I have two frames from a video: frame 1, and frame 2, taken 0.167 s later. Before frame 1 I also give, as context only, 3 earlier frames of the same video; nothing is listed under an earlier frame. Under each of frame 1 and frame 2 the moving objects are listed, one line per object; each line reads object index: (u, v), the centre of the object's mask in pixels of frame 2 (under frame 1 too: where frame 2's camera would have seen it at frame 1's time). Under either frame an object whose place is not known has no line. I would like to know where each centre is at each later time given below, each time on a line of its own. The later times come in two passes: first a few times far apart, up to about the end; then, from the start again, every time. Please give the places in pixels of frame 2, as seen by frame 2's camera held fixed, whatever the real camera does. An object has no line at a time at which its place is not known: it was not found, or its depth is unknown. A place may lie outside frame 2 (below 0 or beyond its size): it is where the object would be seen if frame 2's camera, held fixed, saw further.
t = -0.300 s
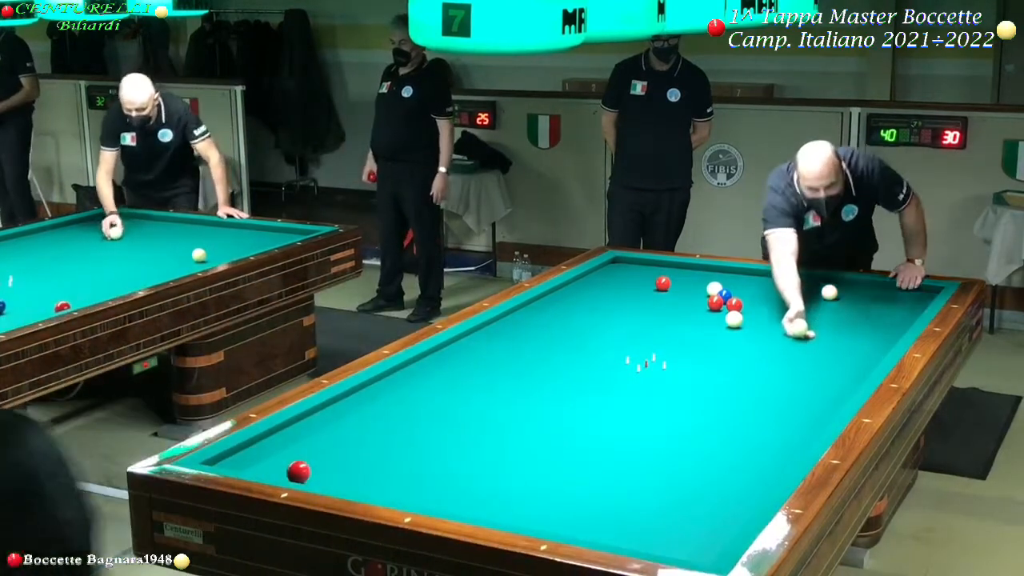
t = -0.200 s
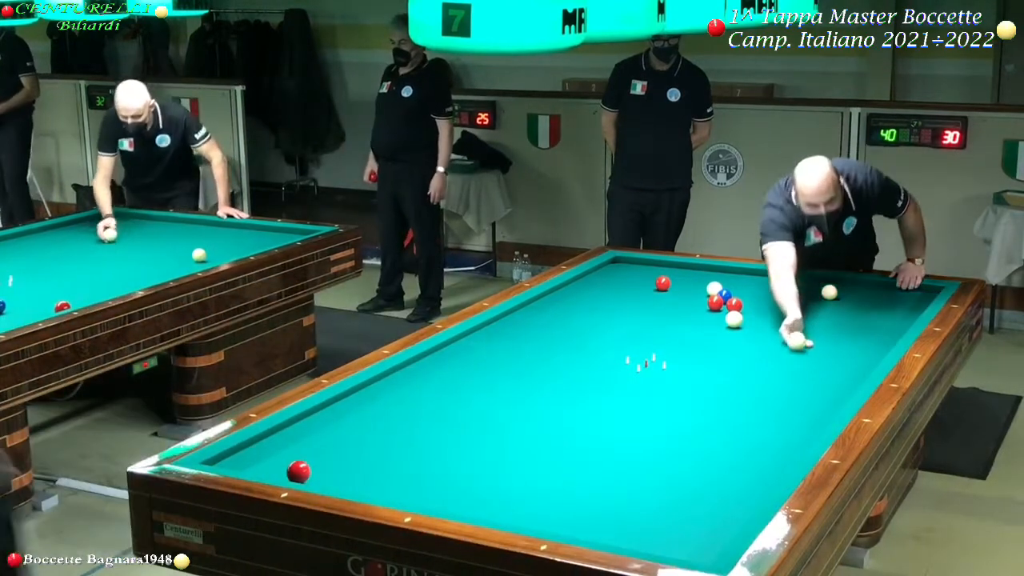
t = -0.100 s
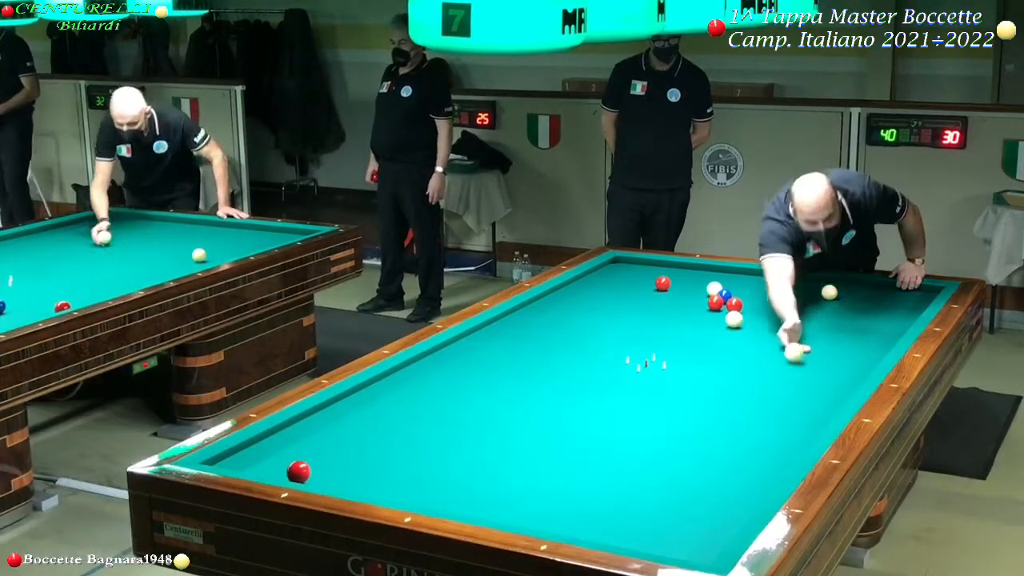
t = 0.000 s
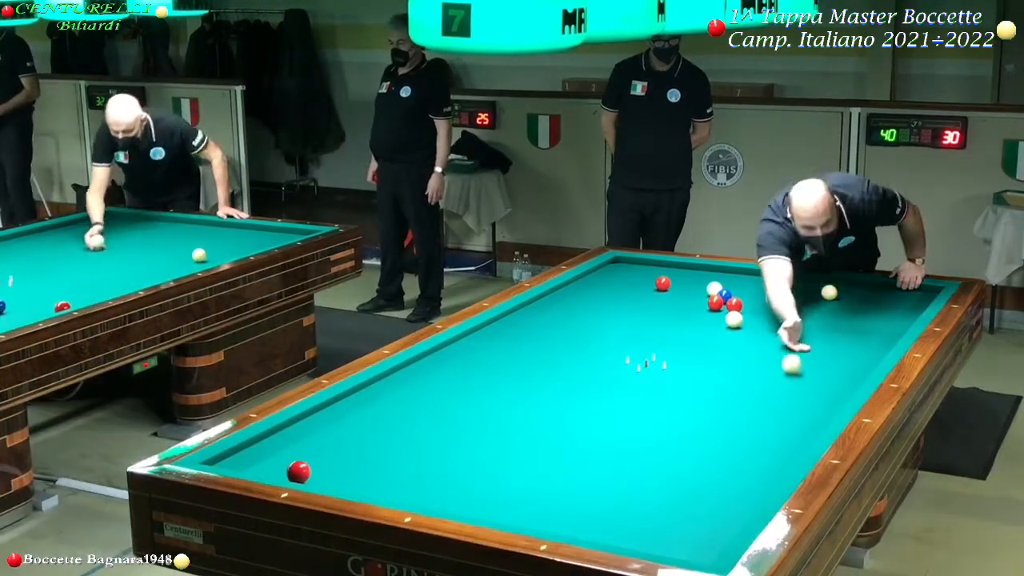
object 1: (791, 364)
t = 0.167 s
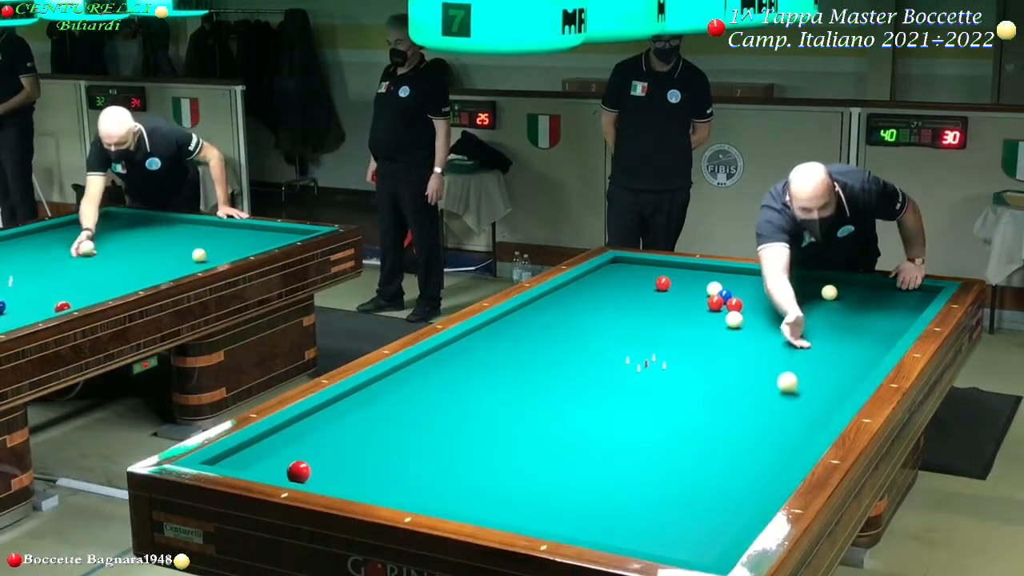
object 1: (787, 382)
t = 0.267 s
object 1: (785, 394)
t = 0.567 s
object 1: (776, 432)
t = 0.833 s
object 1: (767, 472)
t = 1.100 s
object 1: (732, 512)
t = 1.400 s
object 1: (680, 549)
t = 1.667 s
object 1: (696, 518)
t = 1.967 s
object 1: (706, 492)
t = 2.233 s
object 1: (714, 471)
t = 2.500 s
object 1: (721, 452)
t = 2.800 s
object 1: (729, 433)
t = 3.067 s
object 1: (735, 418)
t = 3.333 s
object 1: (740, 404)
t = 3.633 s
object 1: (746, 389)
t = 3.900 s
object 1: (751, 378)
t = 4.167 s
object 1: (755, 367)
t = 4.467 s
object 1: (760, 356)
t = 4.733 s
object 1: (764, 347)
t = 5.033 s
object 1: (769, 337)
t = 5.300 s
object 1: (772, 329)
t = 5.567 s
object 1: (775, 322)
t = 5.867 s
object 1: (779, 314)
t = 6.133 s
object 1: (782, 308)
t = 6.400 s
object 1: (784, 302)
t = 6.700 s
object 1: (787, 296)
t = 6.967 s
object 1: (789, 290)
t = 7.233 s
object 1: (791, 286)
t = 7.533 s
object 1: (793, 280)
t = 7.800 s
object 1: (795, 276)
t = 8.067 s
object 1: (792, 276)
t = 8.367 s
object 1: (787, 278)
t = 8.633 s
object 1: (783, 279)
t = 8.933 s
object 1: (779, 281)
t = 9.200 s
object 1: (775, 282)
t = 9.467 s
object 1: (772, 284)
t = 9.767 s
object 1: (769, 285)
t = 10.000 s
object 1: (767, 286)
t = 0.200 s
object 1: (786, 386)
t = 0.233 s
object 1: (786, 390)
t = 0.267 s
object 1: (785, 394)
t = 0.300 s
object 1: (784, 397)
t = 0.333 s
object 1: (783, 401)
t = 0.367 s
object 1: (782, 406)
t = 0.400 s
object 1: (781, 410)
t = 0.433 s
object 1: (780, 414)
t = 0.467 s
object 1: (779, 419)
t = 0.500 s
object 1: (778, 423)
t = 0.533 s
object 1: (777, 428)
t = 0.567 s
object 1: (776, 432)
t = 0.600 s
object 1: (775, 437)
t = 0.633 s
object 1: (774, 441)
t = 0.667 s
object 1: (773, 446)
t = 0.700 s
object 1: (772, 451)
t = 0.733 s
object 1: (771, 456)
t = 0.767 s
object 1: (769, 461)
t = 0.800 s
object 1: (768, 466)
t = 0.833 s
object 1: (767, 472)
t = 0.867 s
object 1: (766, 477)
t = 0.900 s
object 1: (764, 482)
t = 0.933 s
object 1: (762, 487)
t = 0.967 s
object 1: (756, 492)
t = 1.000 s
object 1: (750, 497)
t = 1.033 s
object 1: (744, 502)
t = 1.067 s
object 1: (738, 507)
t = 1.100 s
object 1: (732, 512)
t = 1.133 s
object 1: (726, 516)
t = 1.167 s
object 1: (719, 522)
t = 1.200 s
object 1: (714, 527)
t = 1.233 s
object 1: (707, 532)
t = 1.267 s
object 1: (700, 537)
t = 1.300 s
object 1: (694, 543)
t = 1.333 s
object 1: (688, 548)
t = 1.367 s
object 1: (681, 550)
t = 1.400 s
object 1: (680, 549)
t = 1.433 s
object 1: (683, 546)
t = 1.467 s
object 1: (686, 542)
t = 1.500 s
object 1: (687, 537)
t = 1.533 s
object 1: (690, 533)
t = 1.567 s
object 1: (692, 529)
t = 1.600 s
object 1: (693, 525)
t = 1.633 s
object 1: (695, 522)
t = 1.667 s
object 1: (696, 518)
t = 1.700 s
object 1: (698, 516)
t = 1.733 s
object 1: (699, 512)
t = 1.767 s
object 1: (700, 510)
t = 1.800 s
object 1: (701, 507)
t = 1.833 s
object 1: (702, 503)
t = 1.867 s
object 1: (703, 500)
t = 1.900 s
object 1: (704, 498)
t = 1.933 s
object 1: (705, 495)
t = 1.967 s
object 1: (706, 492)
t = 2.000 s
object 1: (707, 489)
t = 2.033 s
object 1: (708, 487)
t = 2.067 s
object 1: (709, 484)
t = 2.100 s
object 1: (710, 481)
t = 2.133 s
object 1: (711, 479)
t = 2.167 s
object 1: (712, 476)
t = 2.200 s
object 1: (713, 474)
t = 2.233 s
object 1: (714, 471)
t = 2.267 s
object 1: (715, 469)
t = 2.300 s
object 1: (716, 467)
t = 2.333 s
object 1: (717, 464)
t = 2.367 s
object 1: (718, 462)
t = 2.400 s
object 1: (719, 460)
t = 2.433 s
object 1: (719, 457)
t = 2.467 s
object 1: (720, 455)
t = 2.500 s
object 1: (721, 452)
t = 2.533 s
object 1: (722, 450)
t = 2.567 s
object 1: (723, 448)
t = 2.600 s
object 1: (724, 446)
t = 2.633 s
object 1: (725, 444)
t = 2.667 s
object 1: (725, 442)
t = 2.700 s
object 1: (726, 440)
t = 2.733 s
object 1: (727, 438)
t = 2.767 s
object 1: (728, 435)
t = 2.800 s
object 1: (729, 433)
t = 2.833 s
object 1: (730, 431)
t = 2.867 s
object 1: (730, 429)
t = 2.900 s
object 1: (731, 427)
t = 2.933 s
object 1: (732, 426)
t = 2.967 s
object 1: (732, 424)
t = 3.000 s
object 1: (733, 422)
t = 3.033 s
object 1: (734, 420)
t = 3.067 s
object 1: (735, 418)
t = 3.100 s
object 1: (735, 416)
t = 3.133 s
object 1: (736, 414)
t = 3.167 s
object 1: (737, 412)
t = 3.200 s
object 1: (737, 411)
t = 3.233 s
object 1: (738, 409)
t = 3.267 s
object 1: (739, 407)
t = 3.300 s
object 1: (740, 405)
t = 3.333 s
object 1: (740, 404)
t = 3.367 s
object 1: (741, 402)
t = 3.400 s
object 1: (741, 401)
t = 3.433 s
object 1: (742, 399)
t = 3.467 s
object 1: (743, 397)
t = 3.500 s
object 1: (744, 396)
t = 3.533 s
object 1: (744, 394)
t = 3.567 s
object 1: (745, 392)
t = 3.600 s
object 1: (745, 391)
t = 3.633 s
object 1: (746, 389)
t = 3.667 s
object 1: (747, 388)
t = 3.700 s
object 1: (747, 386)
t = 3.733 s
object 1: (748, 385)
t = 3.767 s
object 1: (749, 383)
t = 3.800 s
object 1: (749, 382)
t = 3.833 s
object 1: (750, 381)
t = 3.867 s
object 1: (750, 379)
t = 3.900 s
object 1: (751, 378)
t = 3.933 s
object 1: (752, 376)
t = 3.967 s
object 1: (752, 375)
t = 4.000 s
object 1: (752, 373)
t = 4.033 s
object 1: (753, 372)
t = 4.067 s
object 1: (754, 371)
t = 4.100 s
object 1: (754, 370)
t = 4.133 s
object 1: (755, 368)
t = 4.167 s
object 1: (755, 367)
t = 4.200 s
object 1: (756, 366)
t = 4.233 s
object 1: (757, 364)
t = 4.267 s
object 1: (757, 363)
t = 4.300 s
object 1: (758, 362)
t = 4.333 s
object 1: (758, 361)
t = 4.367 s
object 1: (759, 359)
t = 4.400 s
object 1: (759, 358)
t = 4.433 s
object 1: (760, 357)
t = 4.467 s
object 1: (760, 356)
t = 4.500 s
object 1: (761, 354)
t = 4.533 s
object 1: (761, 353)
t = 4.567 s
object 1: (762, 352)
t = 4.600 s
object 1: (762, 351)
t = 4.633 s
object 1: (763, 350)
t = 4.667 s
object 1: (763, 349)
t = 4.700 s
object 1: (764, 348)
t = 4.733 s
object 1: (764, 347)
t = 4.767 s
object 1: (765, 346)
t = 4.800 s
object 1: (765, 345)
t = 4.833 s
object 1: (766, 343)
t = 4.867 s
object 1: (767, 342)
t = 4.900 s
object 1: (767, 341)
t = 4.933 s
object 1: (767, 340)
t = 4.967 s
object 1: (768, 339)
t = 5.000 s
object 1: (768, 338)
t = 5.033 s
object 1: (769, 337)
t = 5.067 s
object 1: (769, 336)
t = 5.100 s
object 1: (769, 335)
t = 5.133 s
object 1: (770, 334)
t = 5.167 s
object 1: (770, 333)
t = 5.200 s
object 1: (771, 332)
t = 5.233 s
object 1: (771, 331)
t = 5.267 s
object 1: (772, 330)
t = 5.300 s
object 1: (772, 329)
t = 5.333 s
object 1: (773, 328)
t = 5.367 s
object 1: (773, 327)
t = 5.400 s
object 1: (774, 326)
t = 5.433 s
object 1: (774, 325)
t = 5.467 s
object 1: (774, 324)
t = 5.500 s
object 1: (775, 323)
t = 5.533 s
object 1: (775, 323)
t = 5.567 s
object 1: (775, 322)
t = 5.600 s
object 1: (776, 321)
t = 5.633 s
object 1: (776, 320)
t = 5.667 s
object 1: (777, 319)
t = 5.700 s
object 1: (777, 318)
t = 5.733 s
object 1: (778, 317)
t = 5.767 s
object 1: (778, 316)
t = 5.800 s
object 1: (778, 316)
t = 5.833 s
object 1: (778, 315)
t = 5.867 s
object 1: (779, 314)
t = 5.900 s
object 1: (779, 313)
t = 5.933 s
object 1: (780, 312)
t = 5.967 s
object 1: (780, 311)
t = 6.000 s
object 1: (780, 311)
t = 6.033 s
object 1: (781, 310)
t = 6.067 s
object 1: (781, 309)
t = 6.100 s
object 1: (781, 308)
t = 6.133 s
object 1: (782, 308)
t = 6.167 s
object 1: (782, 307)
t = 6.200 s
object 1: (782, 306)
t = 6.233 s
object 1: (783, 305)
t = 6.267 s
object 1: (783, 305)
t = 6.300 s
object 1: (783, 304)
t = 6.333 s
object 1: (784, 303)
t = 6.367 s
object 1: (784, 302)
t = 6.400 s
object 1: (784, 302)
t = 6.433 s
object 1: (785, 301)
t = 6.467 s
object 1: (785, 300)
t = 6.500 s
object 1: (785, 300)
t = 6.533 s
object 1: (785, 299)
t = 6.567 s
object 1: (786, 298)
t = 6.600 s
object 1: (786, 297)
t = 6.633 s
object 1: (786, 297)
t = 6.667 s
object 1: (787, 296)
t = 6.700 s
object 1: (787, 296)
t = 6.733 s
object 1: (787, 295)
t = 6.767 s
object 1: (788, 294)
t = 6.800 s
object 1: (788, 293)
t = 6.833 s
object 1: (788, 293)
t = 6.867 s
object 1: (788, 292)
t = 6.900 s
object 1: (789, 292)
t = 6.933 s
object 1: (789, 291)
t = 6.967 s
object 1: (789, 290)
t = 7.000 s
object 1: (789, 290)
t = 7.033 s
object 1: (790, 287)
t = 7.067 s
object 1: (789, 287)
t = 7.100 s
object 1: (790, 287)
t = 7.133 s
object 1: (791, 287)
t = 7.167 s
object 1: (791, 286)
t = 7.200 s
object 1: (791, 286)
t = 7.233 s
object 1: (791, 286)
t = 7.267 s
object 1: (791, 285)
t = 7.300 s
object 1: (791, 284)
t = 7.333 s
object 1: (792, 284)
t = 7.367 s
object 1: (792, 283)
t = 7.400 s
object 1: (792, 283)
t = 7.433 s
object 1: (792, 282)
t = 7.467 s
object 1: (793, 282)
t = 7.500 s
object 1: (793, 281)
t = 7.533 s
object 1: (793, 280)
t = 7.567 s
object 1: (793, 280)
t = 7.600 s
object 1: (793, 279)
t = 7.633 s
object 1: (794, 279)
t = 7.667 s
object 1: (794, 278)
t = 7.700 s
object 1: (794, 278)
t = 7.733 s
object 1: (794, 277)
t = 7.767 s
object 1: (794, 277)
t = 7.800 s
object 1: (795, 276)
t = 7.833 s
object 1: (795, 276)
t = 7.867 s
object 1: (795, 276)
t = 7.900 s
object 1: (795, 275)
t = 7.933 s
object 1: (794, 275)
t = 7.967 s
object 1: (794, 275)
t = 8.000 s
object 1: (793, 275)
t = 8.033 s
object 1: (793, 275)
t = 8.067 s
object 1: (792, 276)
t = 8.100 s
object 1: (791, 276)
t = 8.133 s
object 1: (791, 276)
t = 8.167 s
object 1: (790, 276)
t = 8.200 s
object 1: (790, 277)
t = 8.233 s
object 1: (789, 277)
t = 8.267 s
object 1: (789, 277)
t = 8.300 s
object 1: (788, 277)
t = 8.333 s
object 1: (787, 278)
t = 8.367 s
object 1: (787, 278)
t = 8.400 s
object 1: (787, 278)
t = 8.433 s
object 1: (786, 278)
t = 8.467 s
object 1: (785, 279)
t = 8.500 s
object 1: (785, 279)
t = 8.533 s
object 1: (784, 279)
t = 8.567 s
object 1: (784, 279)
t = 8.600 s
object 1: (783, 279)
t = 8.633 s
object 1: (783, 279)
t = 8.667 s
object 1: (782, 280)
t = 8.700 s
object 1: (782, 280)
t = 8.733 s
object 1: (781, 280)
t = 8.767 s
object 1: (781, 280)
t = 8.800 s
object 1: (780, 280)
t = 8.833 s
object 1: (780, 280)
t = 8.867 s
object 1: (779, 281)
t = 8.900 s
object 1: (779, 281)
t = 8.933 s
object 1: (779, 281)
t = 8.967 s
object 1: (778, 281)
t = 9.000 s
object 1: (778, 282)
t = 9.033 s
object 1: (777, 282)
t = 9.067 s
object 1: (777, 282)
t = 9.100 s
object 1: (776, 282)
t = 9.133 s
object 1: (776, 282)
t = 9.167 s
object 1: (776, 282)
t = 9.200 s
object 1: (775, 282)
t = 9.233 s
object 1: (775, 283)
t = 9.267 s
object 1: (775, 283)
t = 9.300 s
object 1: (774, 283)
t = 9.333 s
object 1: (774, 283)
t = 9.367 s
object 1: (774, 283)
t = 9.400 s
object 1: (773, 283)
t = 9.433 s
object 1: (772, 284)
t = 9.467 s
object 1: (772, 284)
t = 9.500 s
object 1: (772, 284)
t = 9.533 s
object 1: (771, 284)
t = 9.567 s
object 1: (771, 284)
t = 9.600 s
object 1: (770, 284)
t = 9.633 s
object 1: (770, 284)
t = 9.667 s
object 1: (770, 285)
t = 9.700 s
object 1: (769, 285)
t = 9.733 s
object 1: (769, 285)
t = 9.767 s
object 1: (769, 285)
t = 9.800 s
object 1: (769, 285)
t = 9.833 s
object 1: (768, 285)
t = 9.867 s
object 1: (768, 285)
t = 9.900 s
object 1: (768, 285)
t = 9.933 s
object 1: (767, 286)
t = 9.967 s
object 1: (767, 286)
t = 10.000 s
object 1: (767, 286)
